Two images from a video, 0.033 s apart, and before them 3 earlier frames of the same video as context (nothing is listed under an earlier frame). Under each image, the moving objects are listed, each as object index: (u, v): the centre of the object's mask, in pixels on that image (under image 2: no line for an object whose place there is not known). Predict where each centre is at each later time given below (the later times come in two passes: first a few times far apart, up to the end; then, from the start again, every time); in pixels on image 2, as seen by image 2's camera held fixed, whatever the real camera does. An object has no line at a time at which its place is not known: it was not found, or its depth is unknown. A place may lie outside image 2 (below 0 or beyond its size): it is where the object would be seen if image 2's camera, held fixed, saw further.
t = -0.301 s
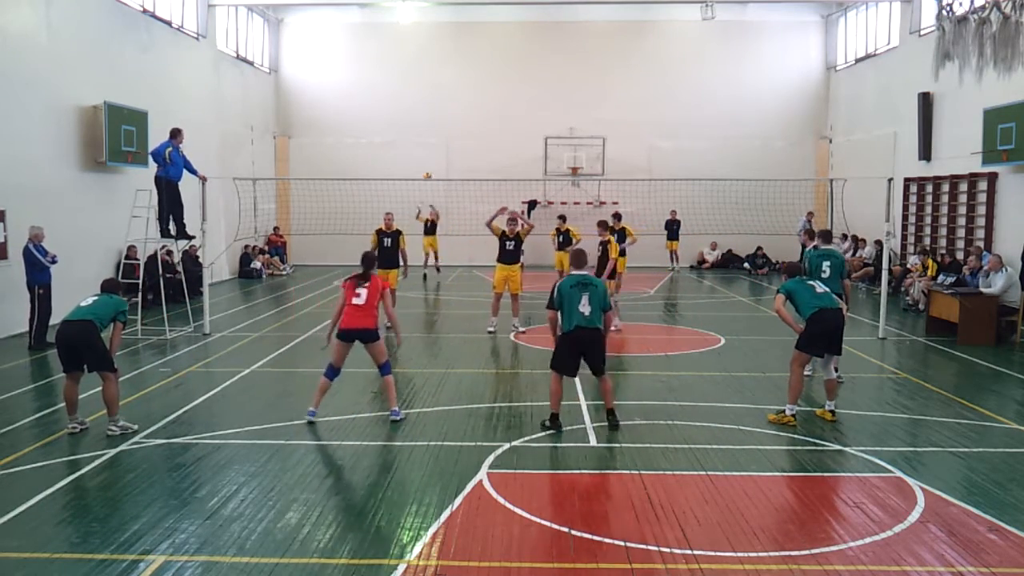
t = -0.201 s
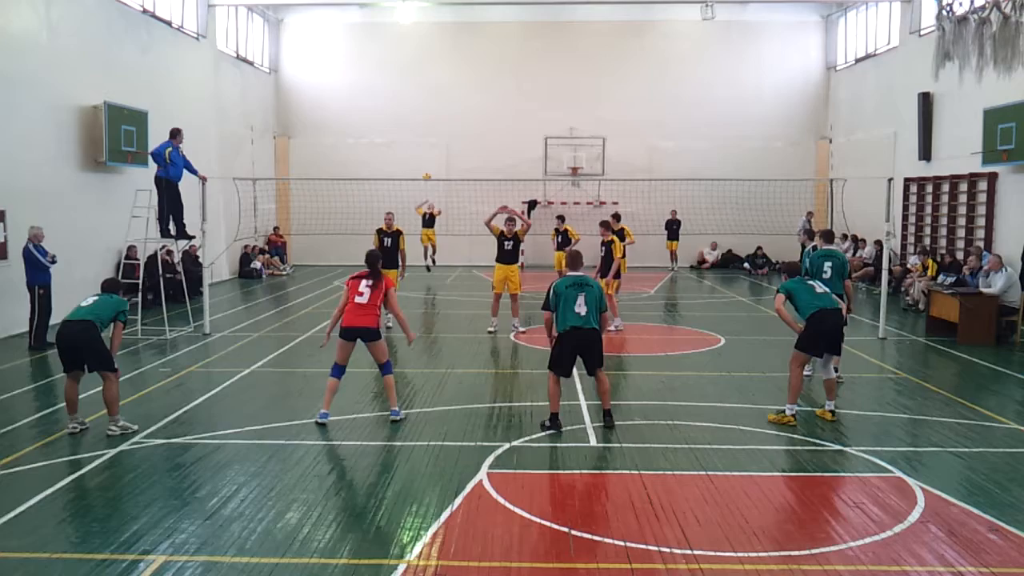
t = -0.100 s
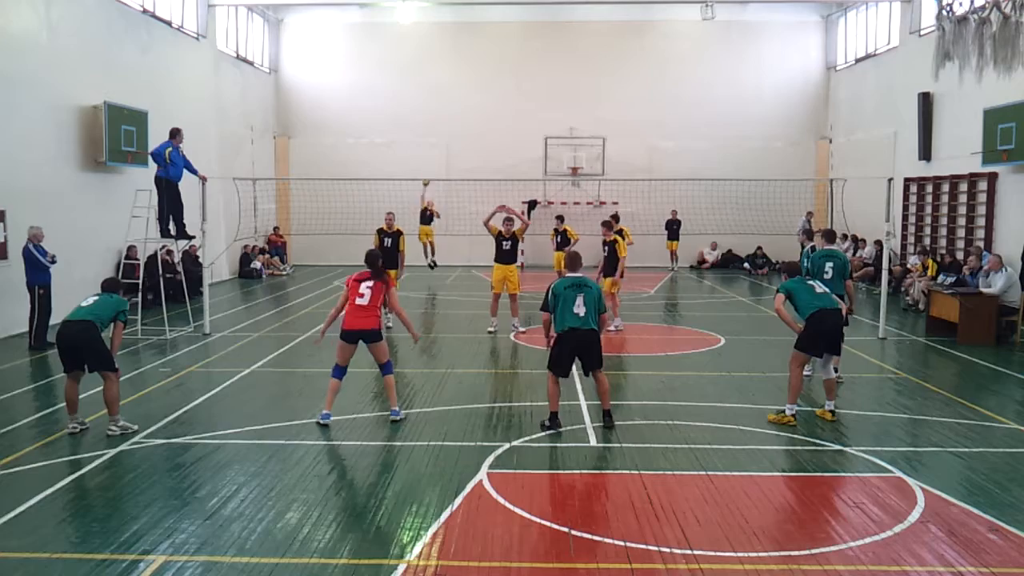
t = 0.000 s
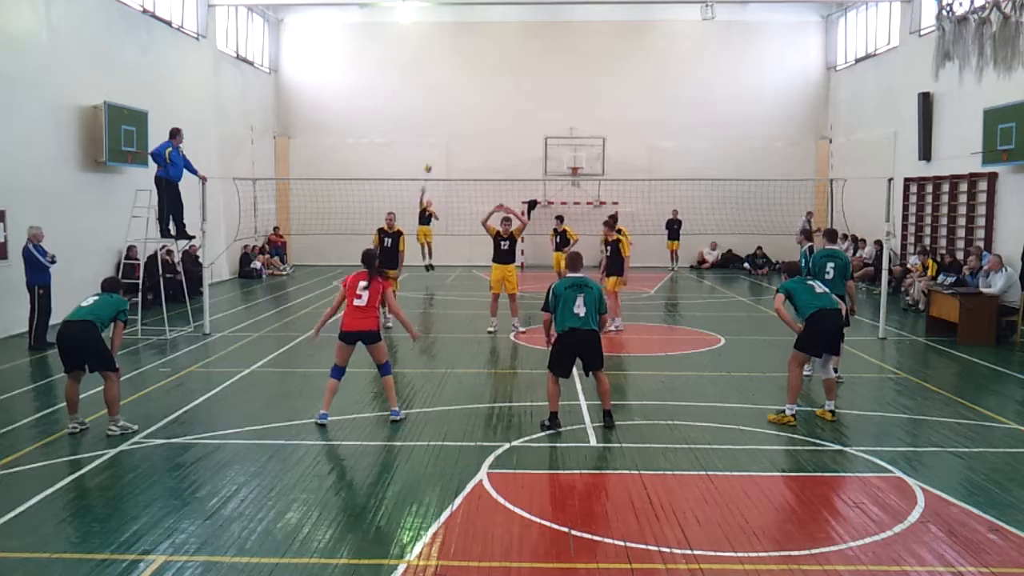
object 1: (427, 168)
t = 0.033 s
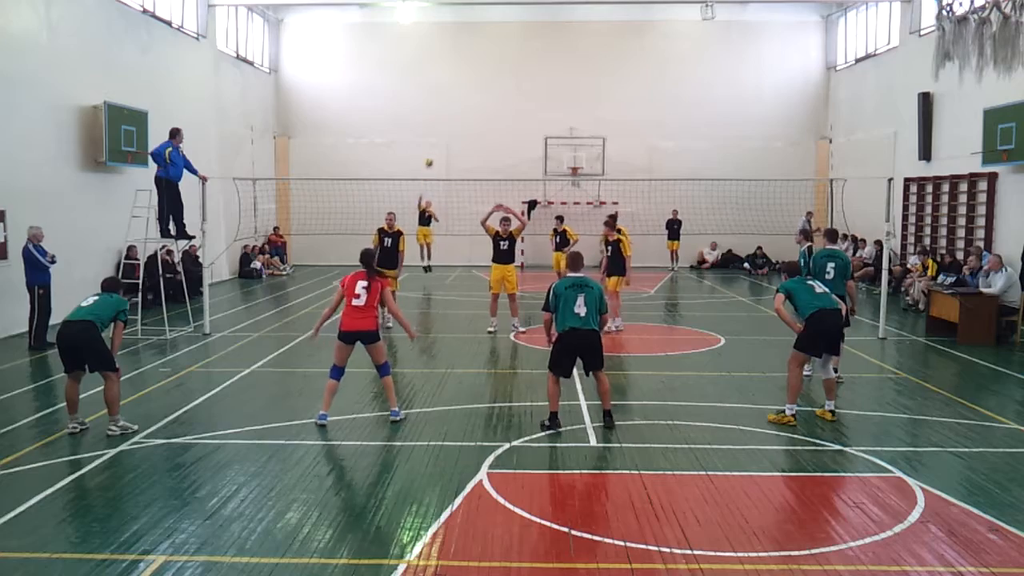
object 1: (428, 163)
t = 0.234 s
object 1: (434, 140)
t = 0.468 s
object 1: (439, 132)
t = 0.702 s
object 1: (445, 155)
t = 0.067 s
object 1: (429, 158)
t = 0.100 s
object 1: (430, 153)
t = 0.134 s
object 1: (431, 149)
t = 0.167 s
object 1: (432, 145)
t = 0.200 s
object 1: (433, 143)
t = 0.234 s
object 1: (434, 140)
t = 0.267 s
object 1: (435, 137)
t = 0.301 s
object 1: (435, 136)
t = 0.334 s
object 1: (437, 134)
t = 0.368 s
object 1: (438, 133)
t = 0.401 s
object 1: (439, 132)
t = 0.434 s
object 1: (439, 132)
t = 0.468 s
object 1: (439, 132)
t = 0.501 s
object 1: (441, 134)
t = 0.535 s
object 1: (441, 135)
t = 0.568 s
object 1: (442, 138)
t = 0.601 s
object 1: (443, 142)
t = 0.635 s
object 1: (443, 145)
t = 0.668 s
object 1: (444, 149)
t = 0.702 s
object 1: (445, 155)
